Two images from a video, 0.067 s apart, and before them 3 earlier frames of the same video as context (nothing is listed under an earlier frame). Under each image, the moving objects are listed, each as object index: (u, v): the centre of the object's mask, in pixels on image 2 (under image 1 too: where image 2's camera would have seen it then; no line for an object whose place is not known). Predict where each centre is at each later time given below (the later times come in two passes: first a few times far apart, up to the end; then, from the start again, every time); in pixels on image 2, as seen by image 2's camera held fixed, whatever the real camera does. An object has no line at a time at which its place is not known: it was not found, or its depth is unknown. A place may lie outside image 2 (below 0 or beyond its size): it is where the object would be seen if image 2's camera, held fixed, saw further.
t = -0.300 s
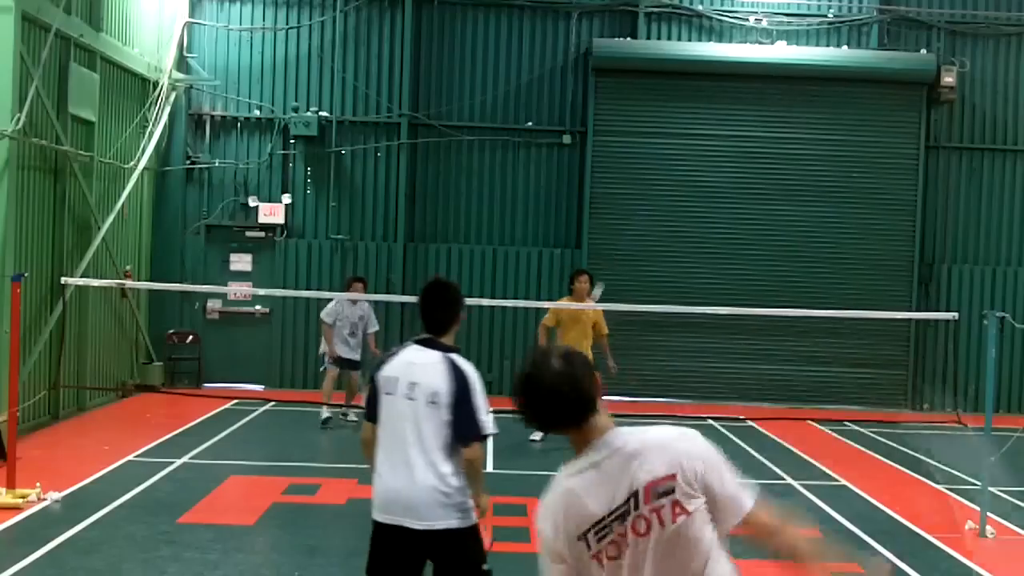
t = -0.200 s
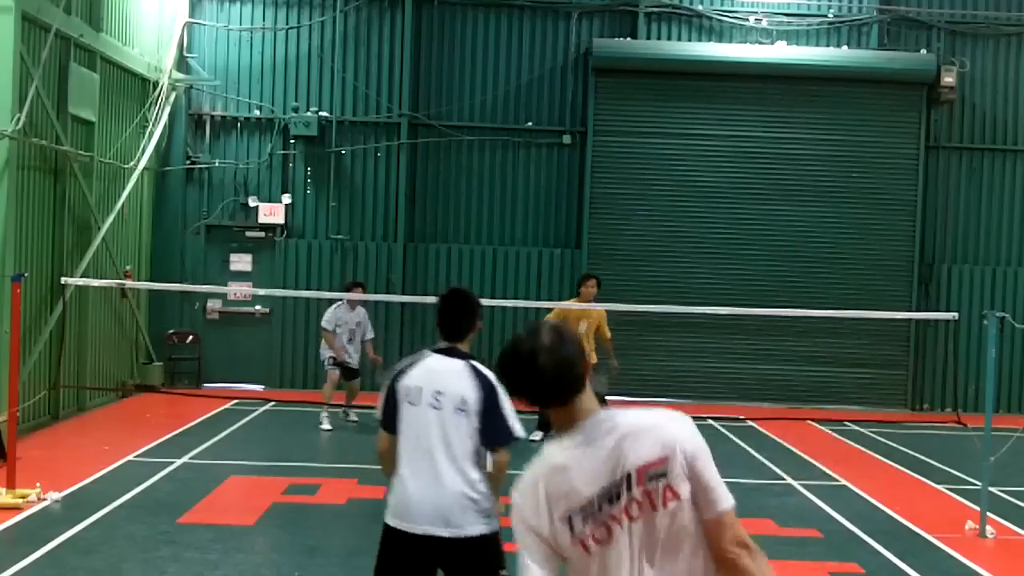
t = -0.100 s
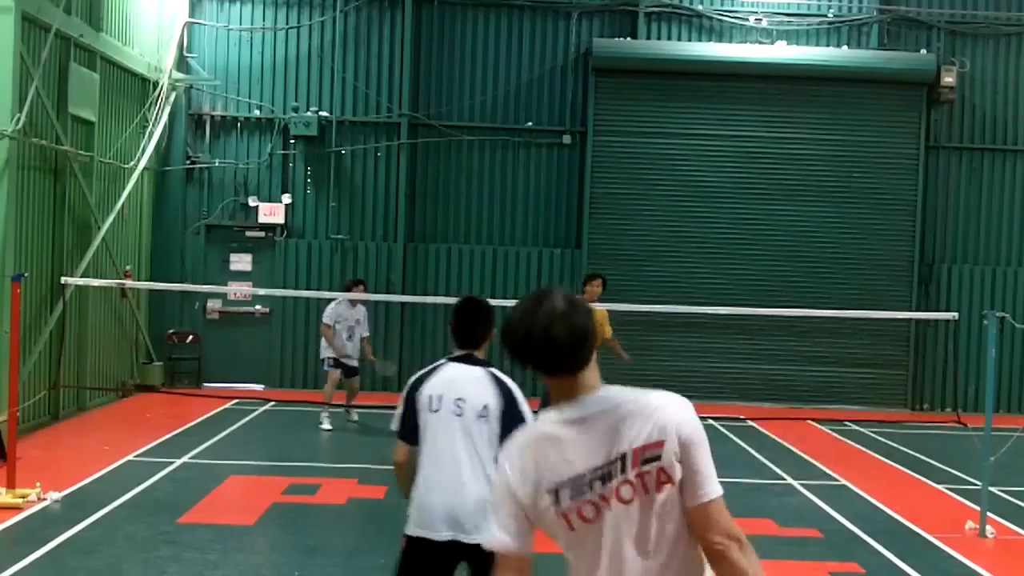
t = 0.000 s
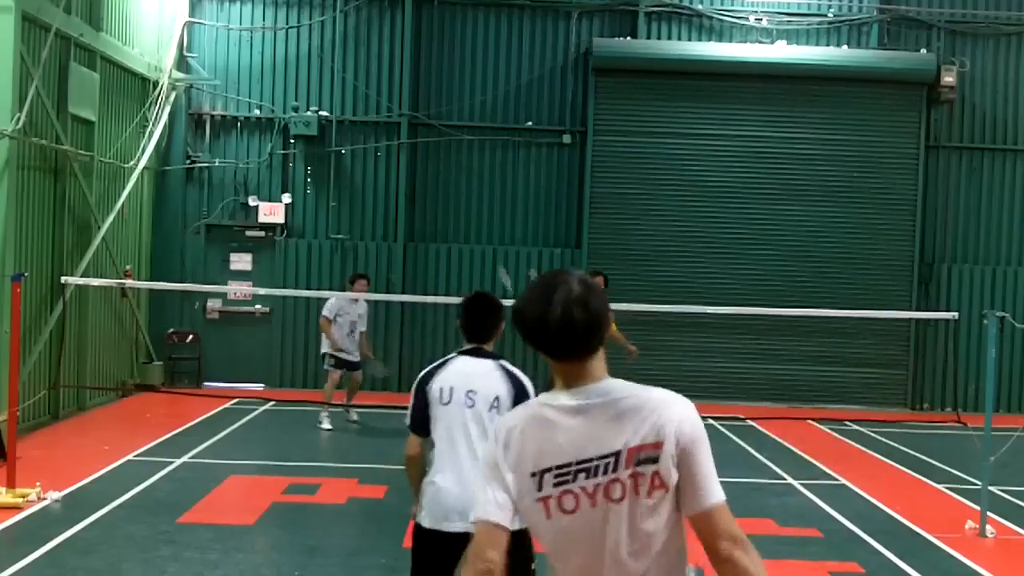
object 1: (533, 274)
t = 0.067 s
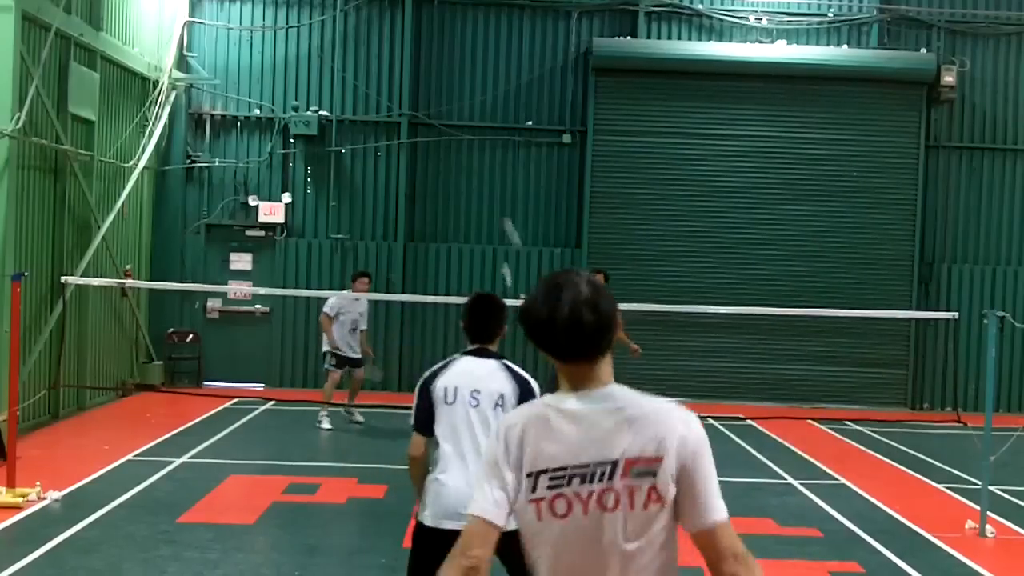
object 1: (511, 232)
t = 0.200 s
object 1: (458, 149)
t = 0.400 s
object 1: (371, 78)
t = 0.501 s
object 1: (320, 71)
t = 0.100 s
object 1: (499, 209)
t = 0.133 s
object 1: (484, 186)
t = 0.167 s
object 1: (471, 167)
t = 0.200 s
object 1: (458, 149)
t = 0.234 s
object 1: (443, 132)
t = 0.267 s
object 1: (430, 118)
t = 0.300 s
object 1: (417, 105)
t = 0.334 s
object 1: (401, 94)
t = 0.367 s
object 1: (386, 85)
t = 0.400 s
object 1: (371, 78)
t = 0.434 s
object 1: (355, 74)
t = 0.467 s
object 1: (337, 71)
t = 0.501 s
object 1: (320, 71)
